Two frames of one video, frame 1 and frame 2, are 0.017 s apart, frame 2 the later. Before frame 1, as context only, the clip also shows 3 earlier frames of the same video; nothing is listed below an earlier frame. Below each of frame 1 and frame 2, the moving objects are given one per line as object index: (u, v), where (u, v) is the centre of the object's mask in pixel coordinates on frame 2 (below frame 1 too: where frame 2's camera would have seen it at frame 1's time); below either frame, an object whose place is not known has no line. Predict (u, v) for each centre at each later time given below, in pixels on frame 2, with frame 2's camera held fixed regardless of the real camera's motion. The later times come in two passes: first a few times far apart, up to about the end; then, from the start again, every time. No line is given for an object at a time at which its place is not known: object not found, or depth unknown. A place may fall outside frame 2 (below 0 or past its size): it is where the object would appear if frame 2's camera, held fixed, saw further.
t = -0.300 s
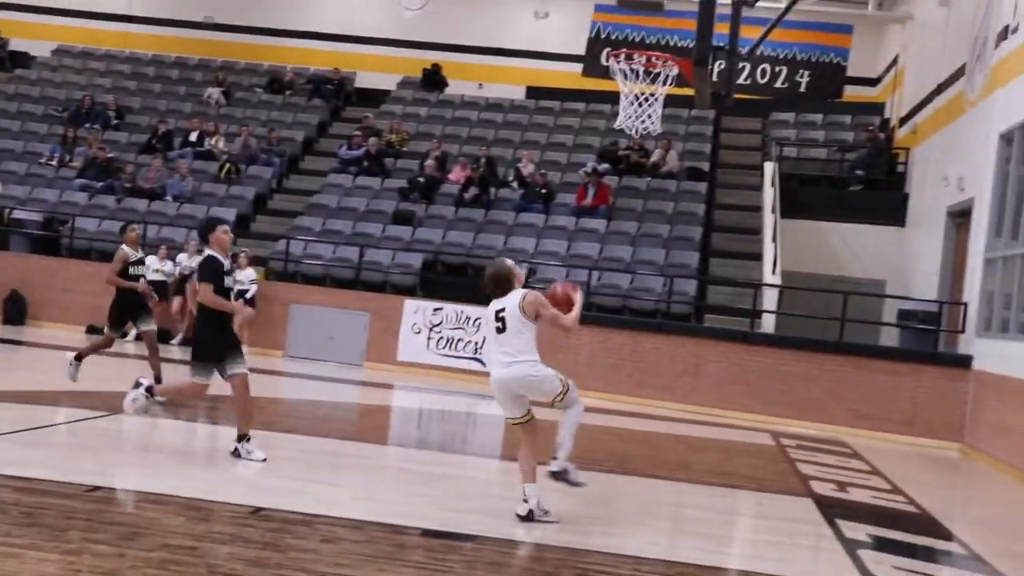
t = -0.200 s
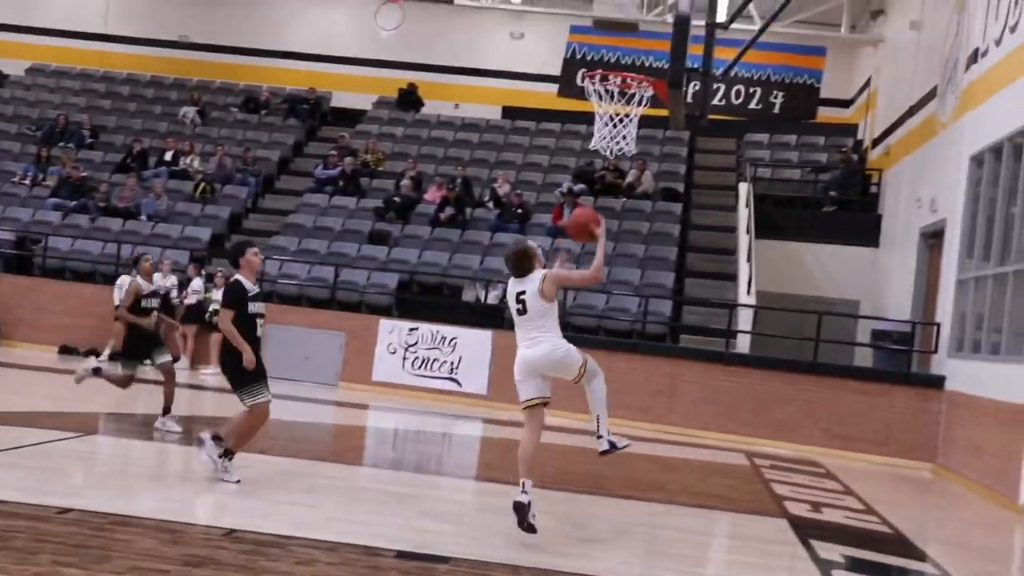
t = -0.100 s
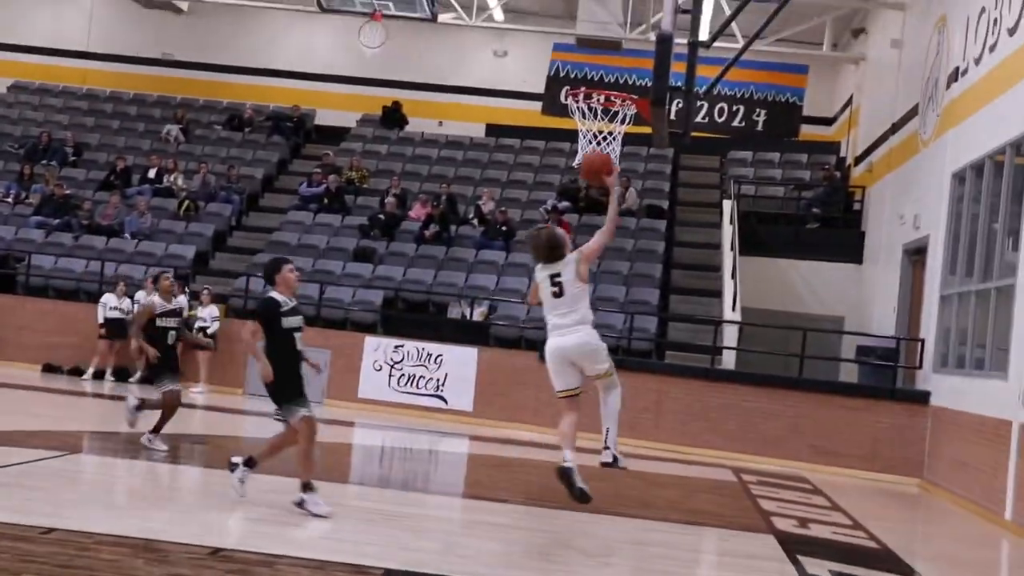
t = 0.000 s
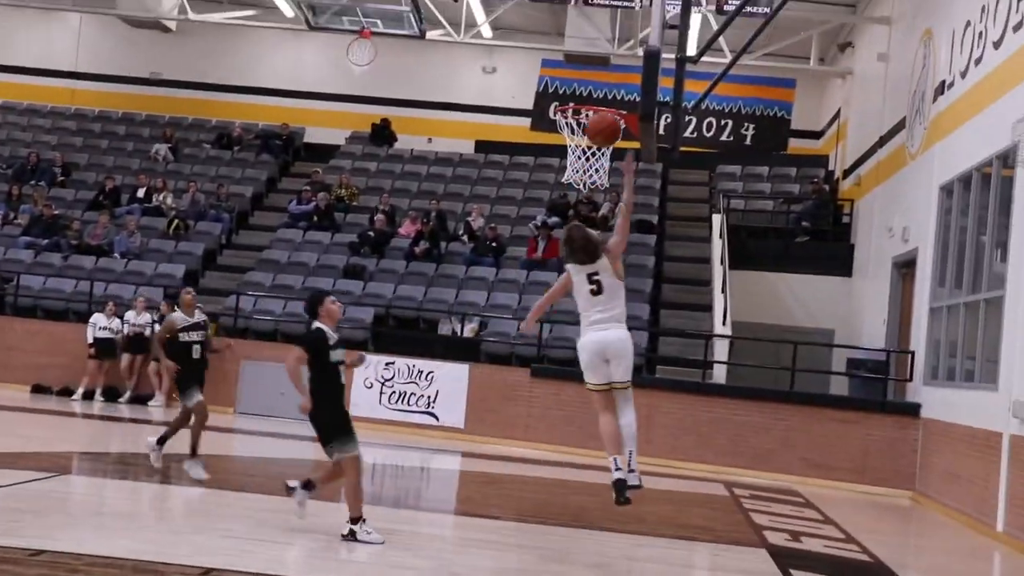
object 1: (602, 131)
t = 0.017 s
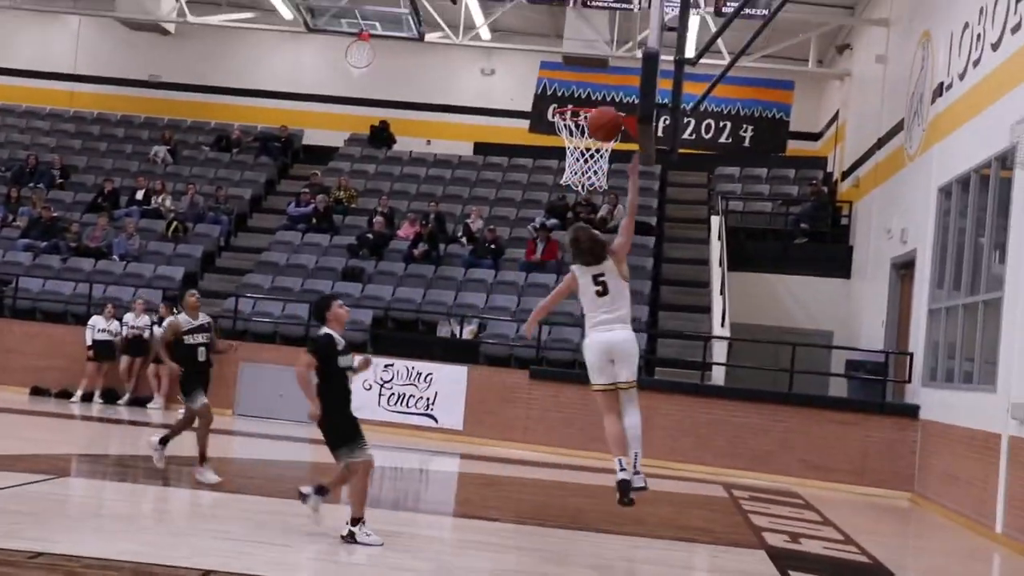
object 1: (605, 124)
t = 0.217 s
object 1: (628, 70)
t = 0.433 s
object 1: (608, 79)
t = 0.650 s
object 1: (582, 148)
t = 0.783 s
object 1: (568, 218)
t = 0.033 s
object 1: (607, 117)
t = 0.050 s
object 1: (609, 112)
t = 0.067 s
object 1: (613, 105)
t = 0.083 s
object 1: (615, 100)
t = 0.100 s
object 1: (619, 94)
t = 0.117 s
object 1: (621, 90)
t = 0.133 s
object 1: (623, 85)
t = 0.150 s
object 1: (624, 82)
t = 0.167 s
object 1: (626, 78)
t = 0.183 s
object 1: (628, 75)
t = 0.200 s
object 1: (628, 73)
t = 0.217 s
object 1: (628, 70)
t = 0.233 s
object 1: (627, 69)
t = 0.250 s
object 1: (626, 67)
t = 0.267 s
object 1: (625, 66)
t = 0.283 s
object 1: (624, 66)
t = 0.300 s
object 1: (622, 66)
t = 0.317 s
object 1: (621, 66)
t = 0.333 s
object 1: (619, 67)
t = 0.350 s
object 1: (618, 69)
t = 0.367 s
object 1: (616, 70)
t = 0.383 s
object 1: (615, 71)
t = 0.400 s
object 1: (613, 73)
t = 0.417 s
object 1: (611, 74)
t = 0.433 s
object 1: (608, 79)
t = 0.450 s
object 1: (607, 82)
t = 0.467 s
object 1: (605, 86)
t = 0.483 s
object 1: (603, 91)
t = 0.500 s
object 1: (600, 94)
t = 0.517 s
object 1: (599, 97)
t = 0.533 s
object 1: (596, 101)
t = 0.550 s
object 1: (594, 107)
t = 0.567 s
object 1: (592, 113)
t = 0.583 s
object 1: (588, 119)
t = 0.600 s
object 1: (588, 127)
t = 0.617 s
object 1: (587, 133)
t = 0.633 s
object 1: (584, 141)
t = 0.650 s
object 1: (582, 148)
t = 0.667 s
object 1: (580, 156)
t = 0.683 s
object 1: (578, 164)
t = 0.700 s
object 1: (577, 172)
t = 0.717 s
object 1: (573, 183)
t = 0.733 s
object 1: (573, 191)
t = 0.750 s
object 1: (572, 201)
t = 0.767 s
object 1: (570, 209)
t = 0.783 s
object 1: (568, 218)
